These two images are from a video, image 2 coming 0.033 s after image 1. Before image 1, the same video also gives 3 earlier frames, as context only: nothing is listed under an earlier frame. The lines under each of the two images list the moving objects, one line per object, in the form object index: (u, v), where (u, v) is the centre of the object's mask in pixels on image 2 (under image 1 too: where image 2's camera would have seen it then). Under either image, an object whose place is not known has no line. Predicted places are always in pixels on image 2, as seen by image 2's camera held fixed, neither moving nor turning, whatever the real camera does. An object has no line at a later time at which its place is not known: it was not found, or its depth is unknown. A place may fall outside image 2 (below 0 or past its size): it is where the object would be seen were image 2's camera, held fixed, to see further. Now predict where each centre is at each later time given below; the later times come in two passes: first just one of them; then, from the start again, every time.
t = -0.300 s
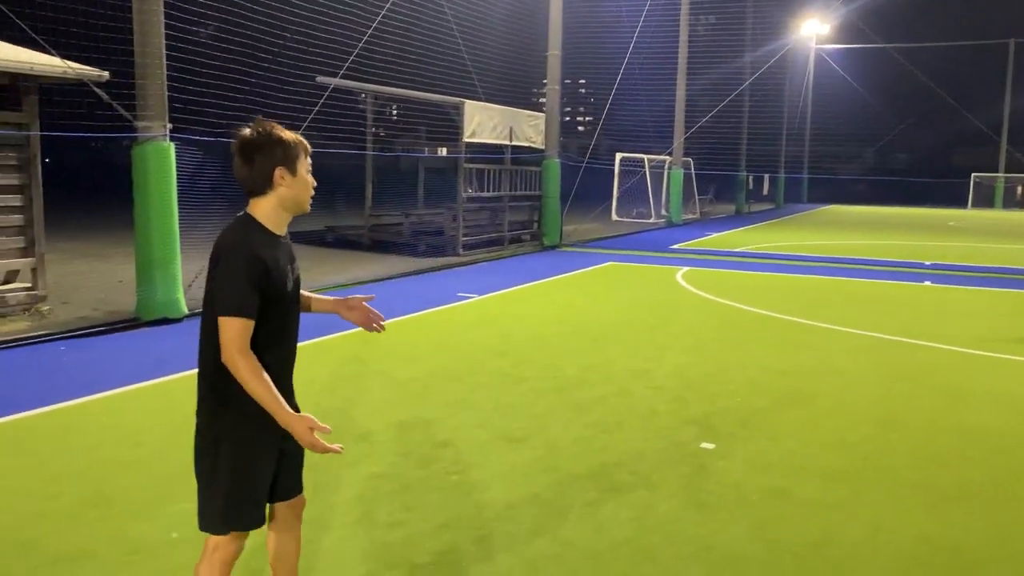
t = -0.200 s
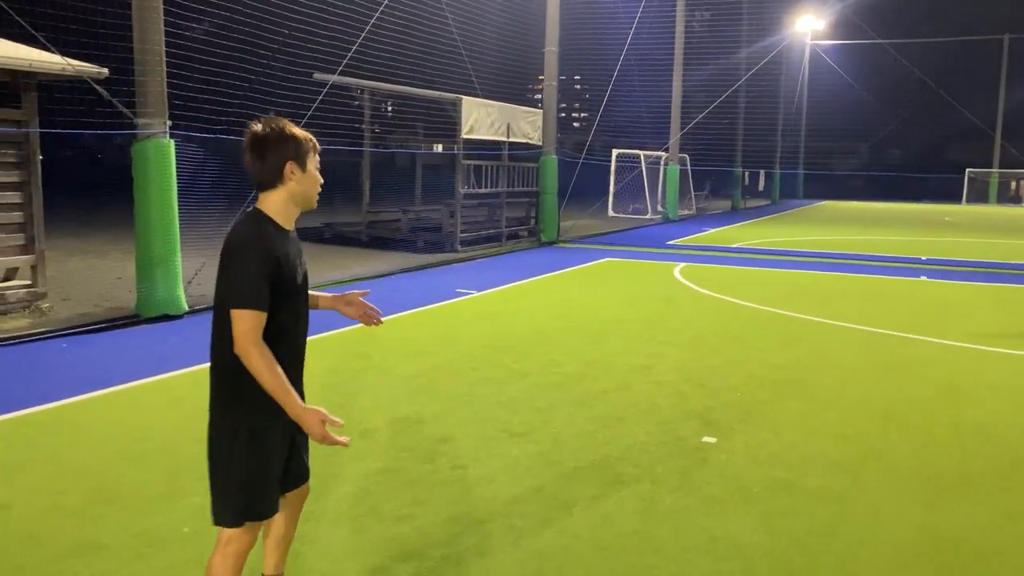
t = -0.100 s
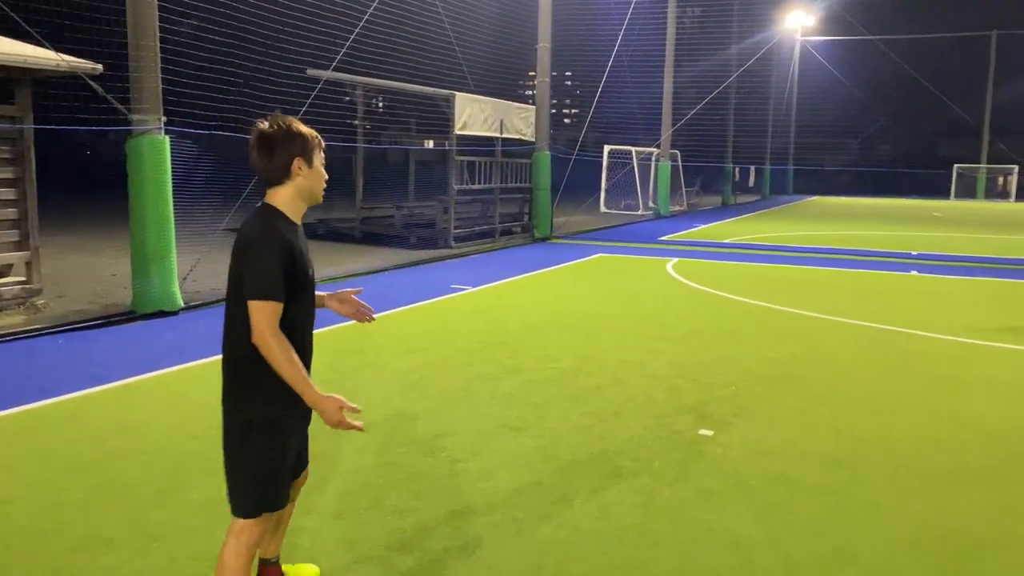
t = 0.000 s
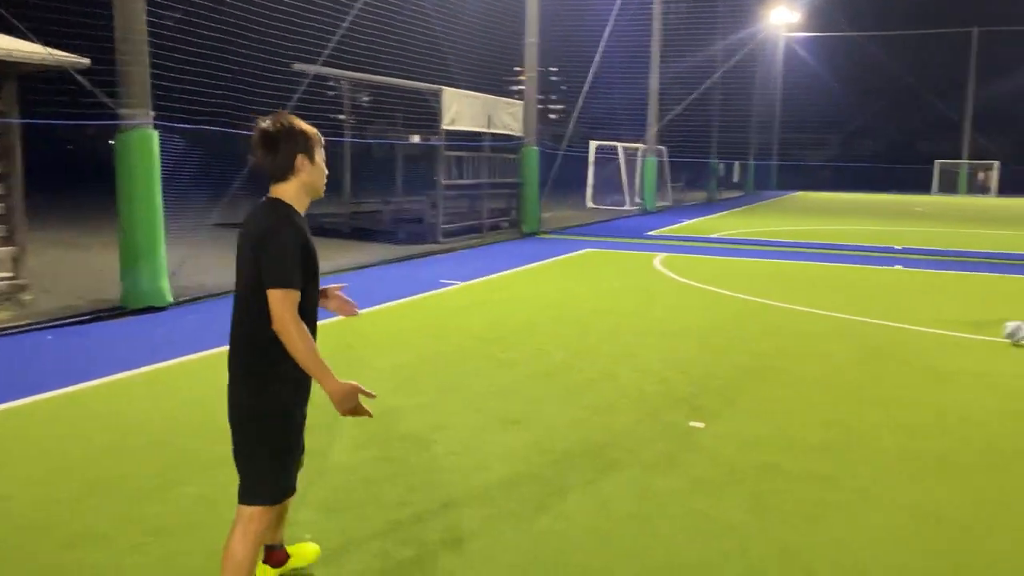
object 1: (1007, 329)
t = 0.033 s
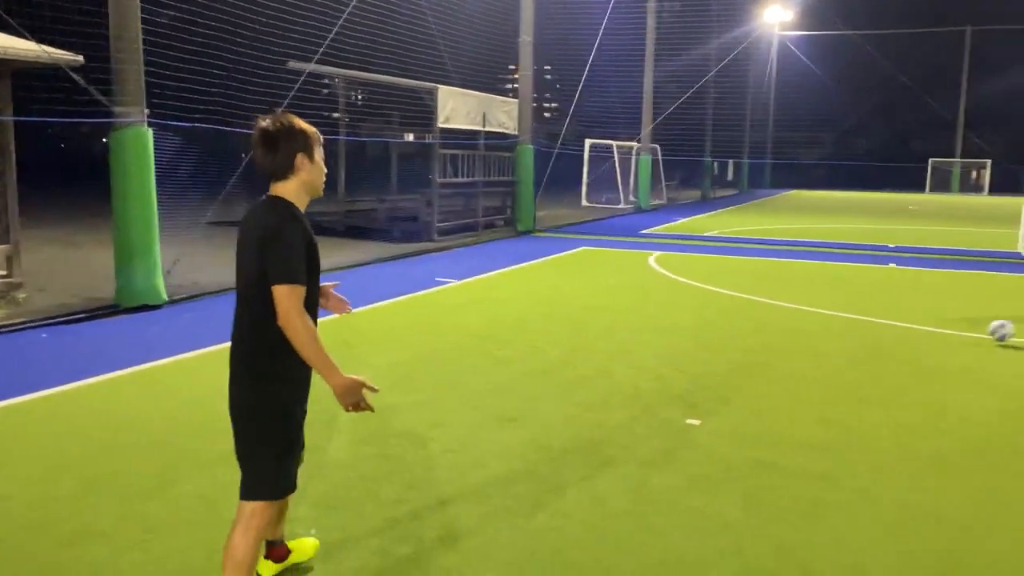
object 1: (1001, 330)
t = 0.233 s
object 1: (950, 351)
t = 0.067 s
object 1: (993, 333)
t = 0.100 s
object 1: (984, 338)
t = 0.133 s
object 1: (975, 343)
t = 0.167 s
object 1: (967, 345)
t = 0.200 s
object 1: (958, 346)
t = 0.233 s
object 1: (950, 351)
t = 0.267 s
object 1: (940, 355)
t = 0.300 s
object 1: (931, 358)
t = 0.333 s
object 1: (922, 361)
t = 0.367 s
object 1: (912, 364)
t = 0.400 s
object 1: (901, 369)
